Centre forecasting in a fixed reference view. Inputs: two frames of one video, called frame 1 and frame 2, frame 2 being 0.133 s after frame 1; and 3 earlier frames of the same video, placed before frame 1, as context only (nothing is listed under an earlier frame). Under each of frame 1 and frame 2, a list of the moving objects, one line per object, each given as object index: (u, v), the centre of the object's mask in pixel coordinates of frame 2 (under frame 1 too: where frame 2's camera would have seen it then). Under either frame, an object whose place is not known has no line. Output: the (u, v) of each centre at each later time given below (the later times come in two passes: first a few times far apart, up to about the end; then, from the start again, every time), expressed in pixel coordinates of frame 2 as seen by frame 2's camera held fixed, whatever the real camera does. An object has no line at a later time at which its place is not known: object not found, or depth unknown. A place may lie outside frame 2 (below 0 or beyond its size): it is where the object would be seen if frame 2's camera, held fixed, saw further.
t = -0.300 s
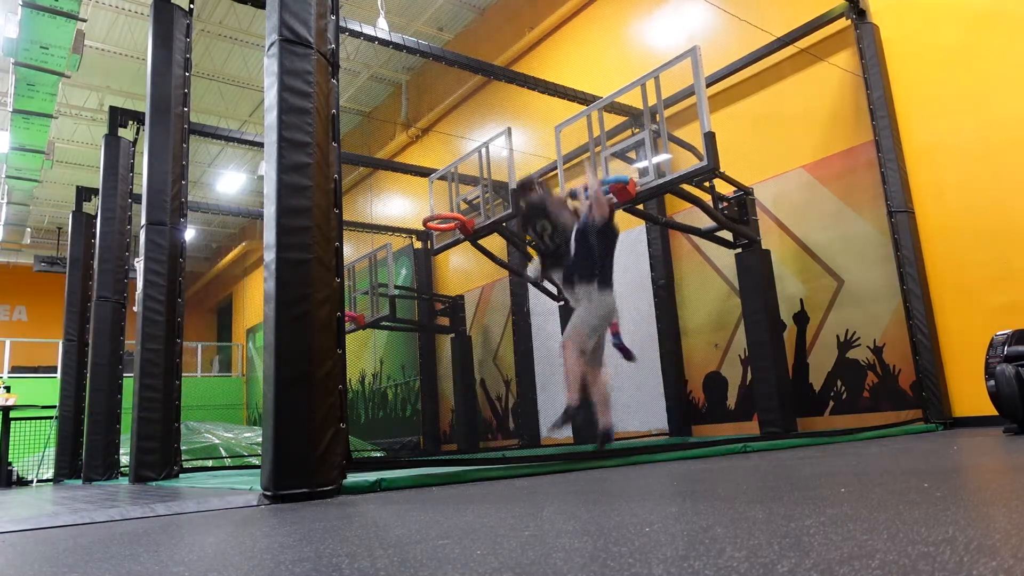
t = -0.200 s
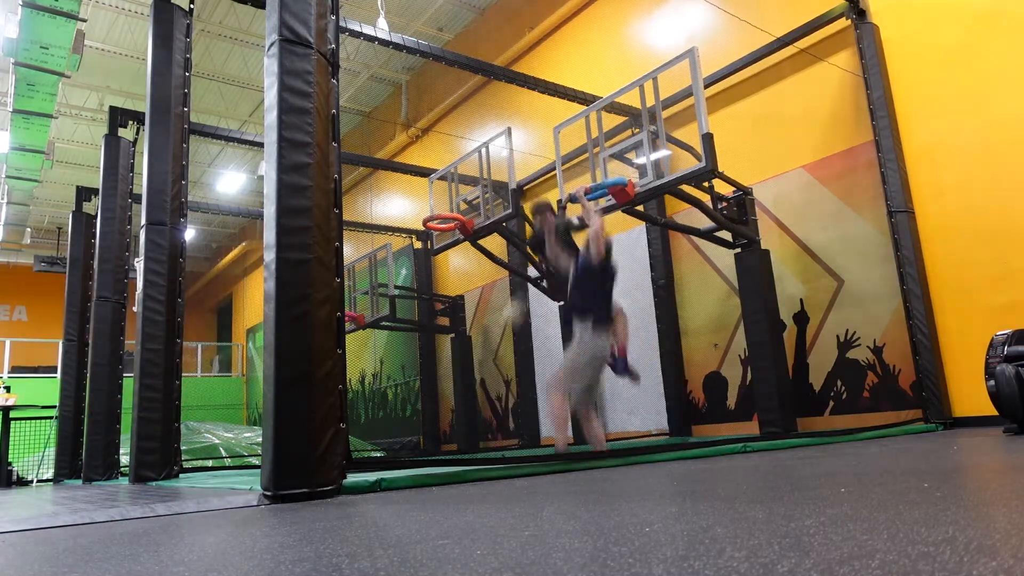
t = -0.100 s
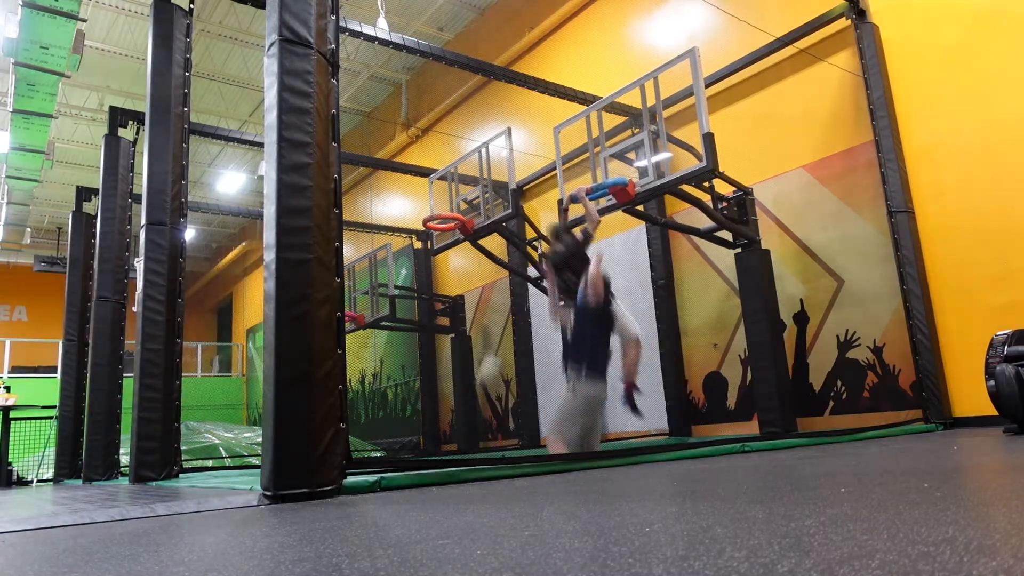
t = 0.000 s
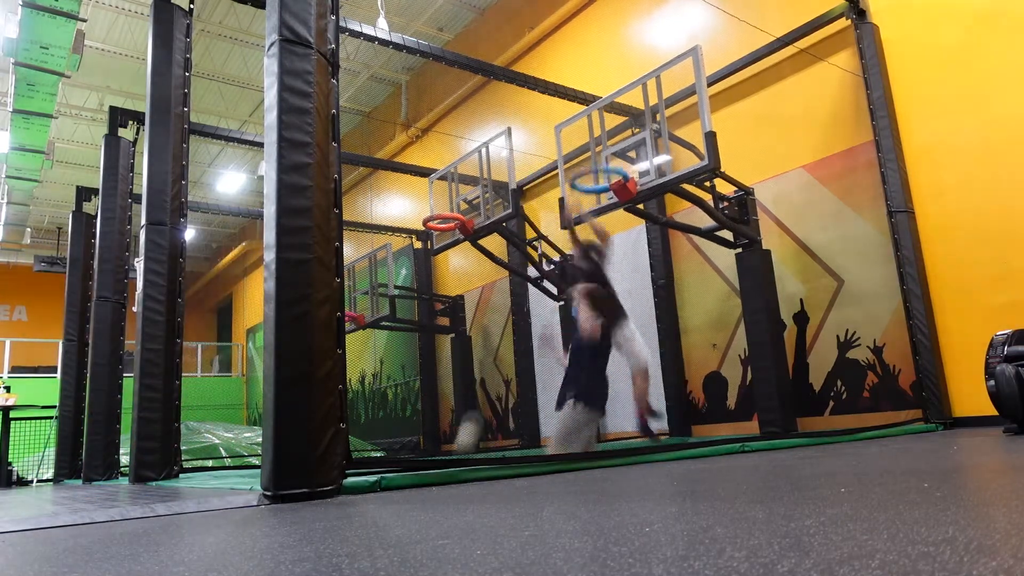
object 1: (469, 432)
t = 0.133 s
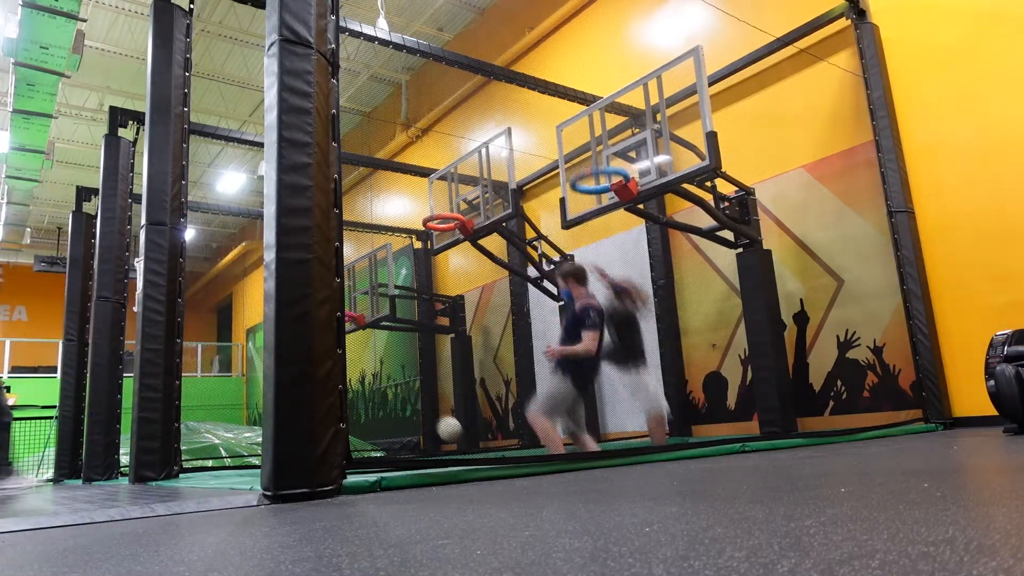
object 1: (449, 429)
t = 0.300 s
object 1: (430, 420)
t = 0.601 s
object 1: (400, 443)
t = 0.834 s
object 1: (378, 449)
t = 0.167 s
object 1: (445, 425)
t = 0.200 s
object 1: (441, 422)
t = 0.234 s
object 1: (438, 420)
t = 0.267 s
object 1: (434, 420)
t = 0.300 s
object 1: (430, 420)
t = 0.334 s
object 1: (427, 422)
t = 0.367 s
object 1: (424, 425)
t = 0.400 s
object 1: (420, 429)
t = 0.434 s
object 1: (416, 435)
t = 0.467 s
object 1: (413, 442)
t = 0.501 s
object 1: (410, 447)
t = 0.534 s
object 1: (406, 445)
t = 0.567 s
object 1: (403, 444)
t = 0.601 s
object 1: (400, 443)
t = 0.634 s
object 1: (397, 444)
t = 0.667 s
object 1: (393, 446)
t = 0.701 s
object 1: (390, 448)
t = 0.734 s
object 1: (387, 449)
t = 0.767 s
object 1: (384, 449)
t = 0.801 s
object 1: (381, 449)
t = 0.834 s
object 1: (378, 449)
